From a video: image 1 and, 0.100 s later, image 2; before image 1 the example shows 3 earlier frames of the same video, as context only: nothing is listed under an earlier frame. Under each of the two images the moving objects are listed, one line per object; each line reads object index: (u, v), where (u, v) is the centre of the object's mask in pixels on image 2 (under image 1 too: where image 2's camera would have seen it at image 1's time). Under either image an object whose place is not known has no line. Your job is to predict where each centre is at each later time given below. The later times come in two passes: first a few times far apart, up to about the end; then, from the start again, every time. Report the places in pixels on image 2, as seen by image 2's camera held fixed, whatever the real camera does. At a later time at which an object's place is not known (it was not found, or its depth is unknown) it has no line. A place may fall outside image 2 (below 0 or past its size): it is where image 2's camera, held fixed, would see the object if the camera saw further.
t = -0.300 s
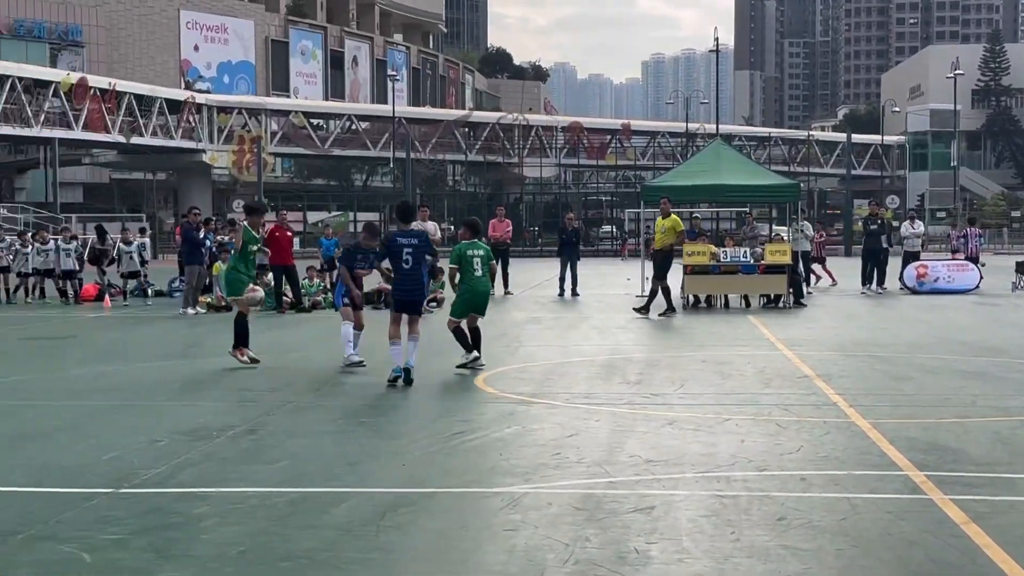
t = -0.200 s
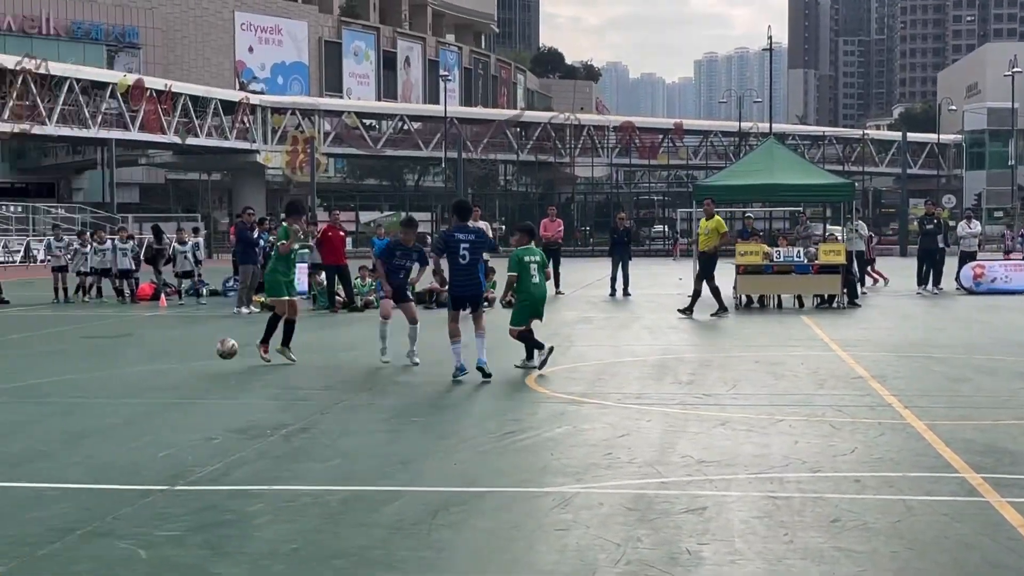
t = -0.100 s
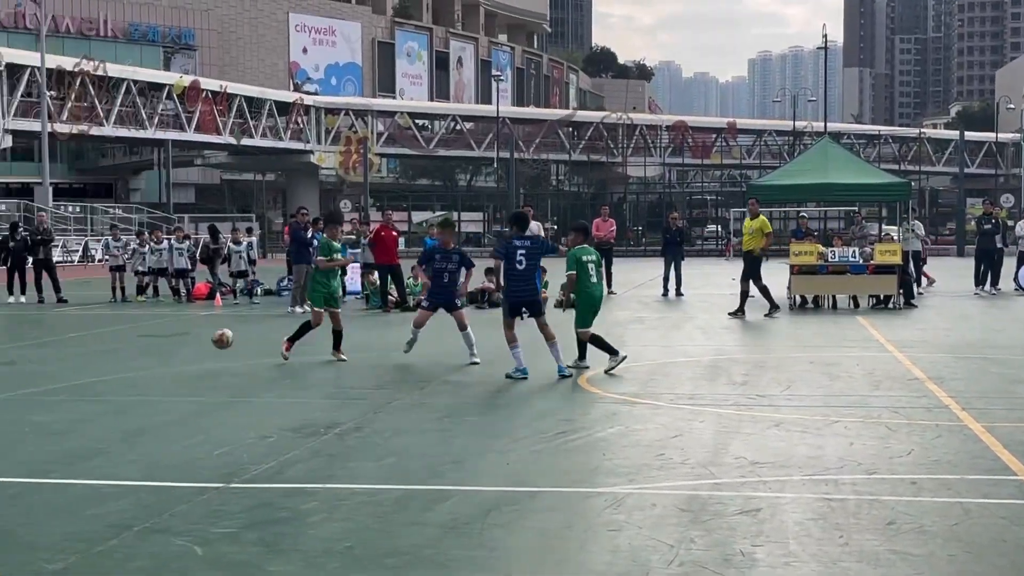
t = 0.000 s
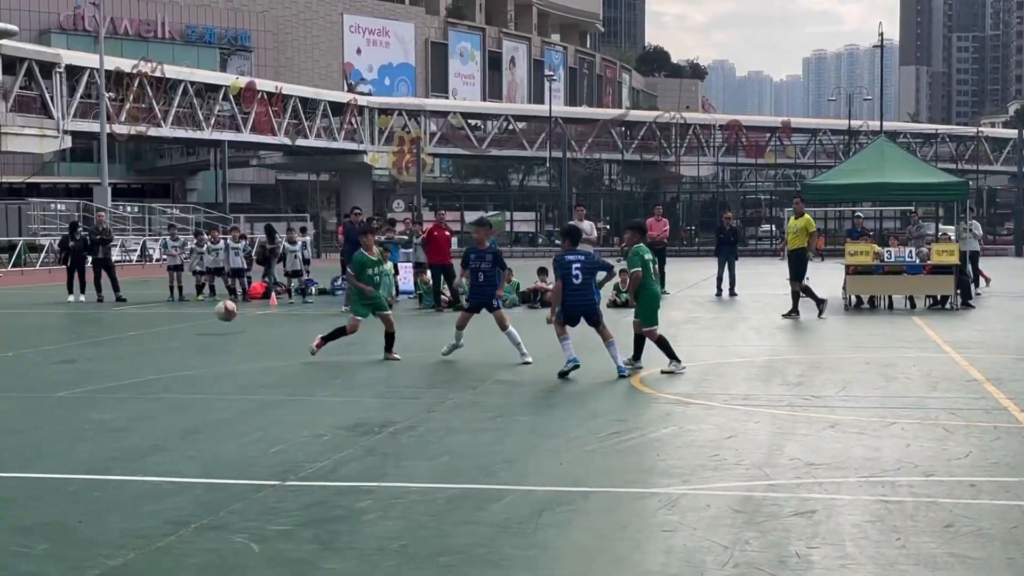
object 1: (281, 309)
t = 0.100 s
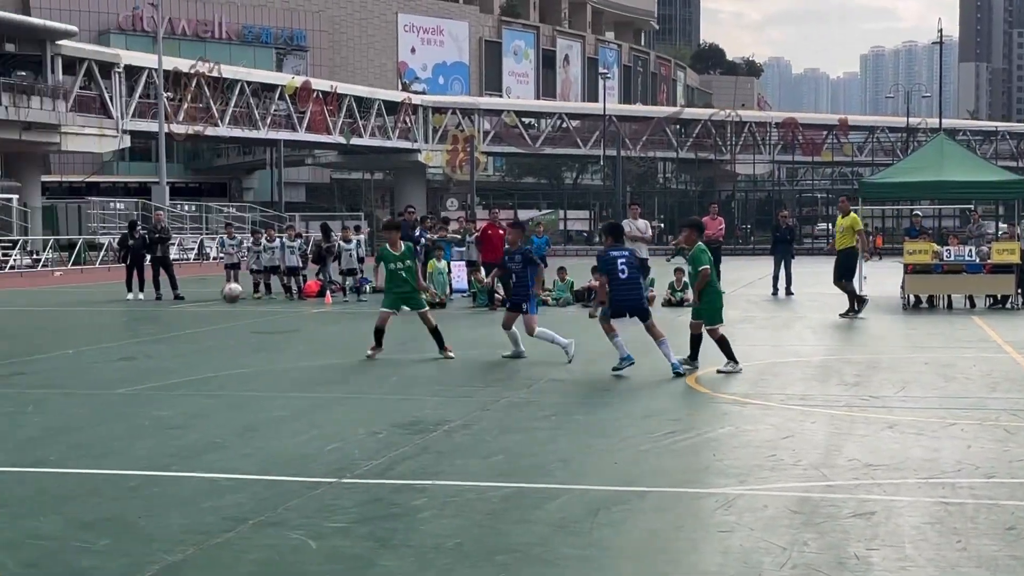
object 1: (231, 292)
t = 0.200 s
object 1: (182, 288)
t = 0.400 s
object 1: (82, 312)
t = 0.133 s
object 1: (215, 290)
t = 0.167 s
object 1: (199, 289)
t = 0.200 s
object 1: (182, 288)
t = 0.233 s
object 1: (166, 290)
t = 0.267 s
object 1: (148, 291)
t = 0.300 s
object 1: (133, 295)
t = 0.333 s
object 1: (116, 299)
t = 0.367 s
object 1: (99, 305)
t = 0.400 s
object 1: (82, 312)
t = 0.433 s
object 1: (65, 320)
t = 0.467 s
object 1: (48, 330)
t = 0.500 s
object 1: (31, 341)
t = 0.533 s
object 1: (13, 353)
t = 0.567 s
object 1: (-4, 367)
